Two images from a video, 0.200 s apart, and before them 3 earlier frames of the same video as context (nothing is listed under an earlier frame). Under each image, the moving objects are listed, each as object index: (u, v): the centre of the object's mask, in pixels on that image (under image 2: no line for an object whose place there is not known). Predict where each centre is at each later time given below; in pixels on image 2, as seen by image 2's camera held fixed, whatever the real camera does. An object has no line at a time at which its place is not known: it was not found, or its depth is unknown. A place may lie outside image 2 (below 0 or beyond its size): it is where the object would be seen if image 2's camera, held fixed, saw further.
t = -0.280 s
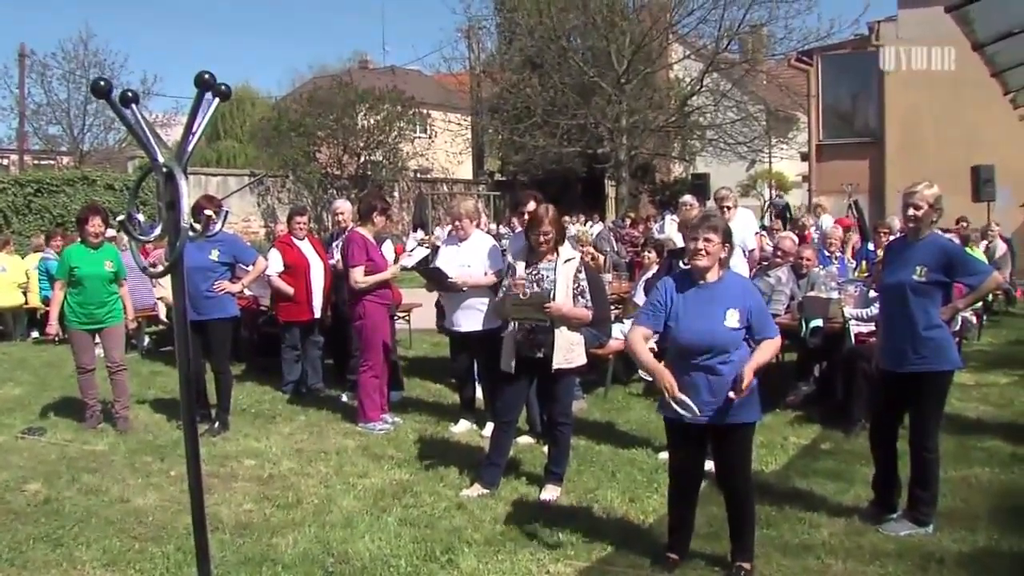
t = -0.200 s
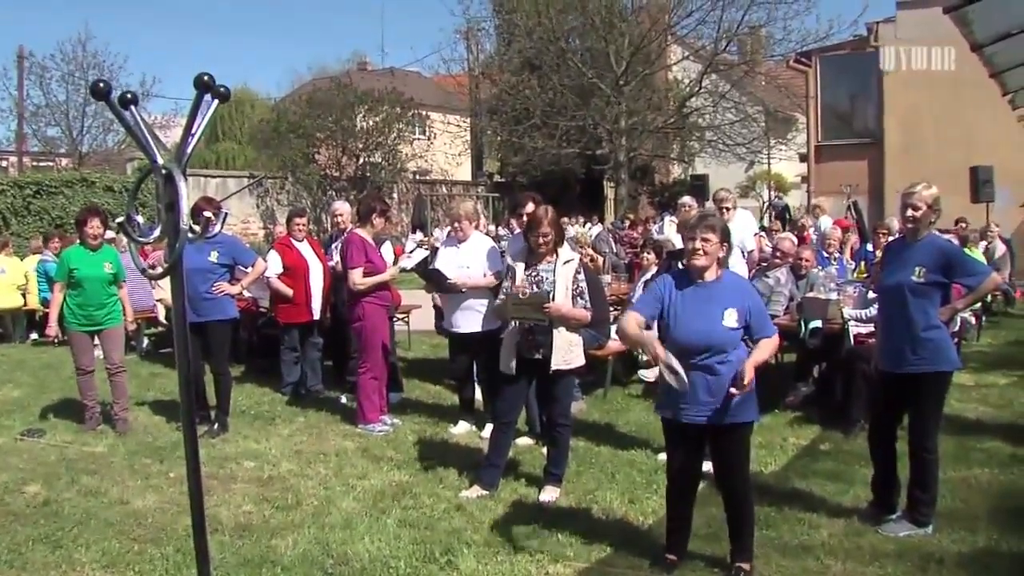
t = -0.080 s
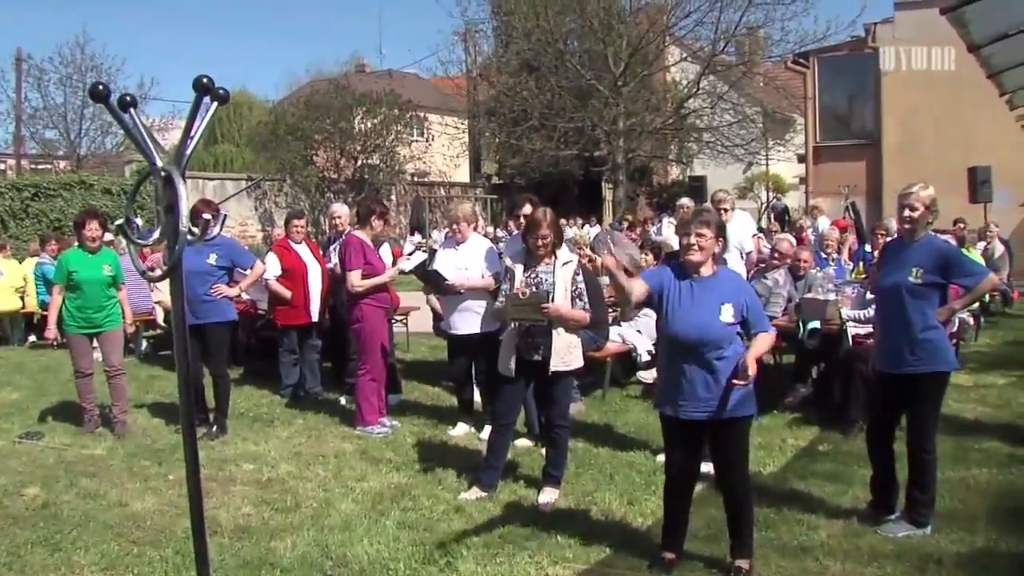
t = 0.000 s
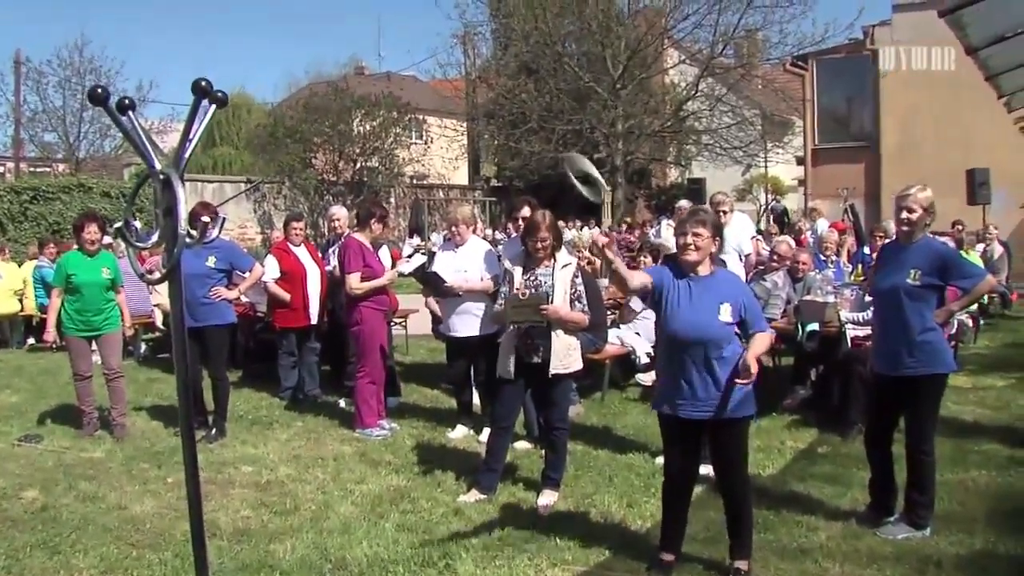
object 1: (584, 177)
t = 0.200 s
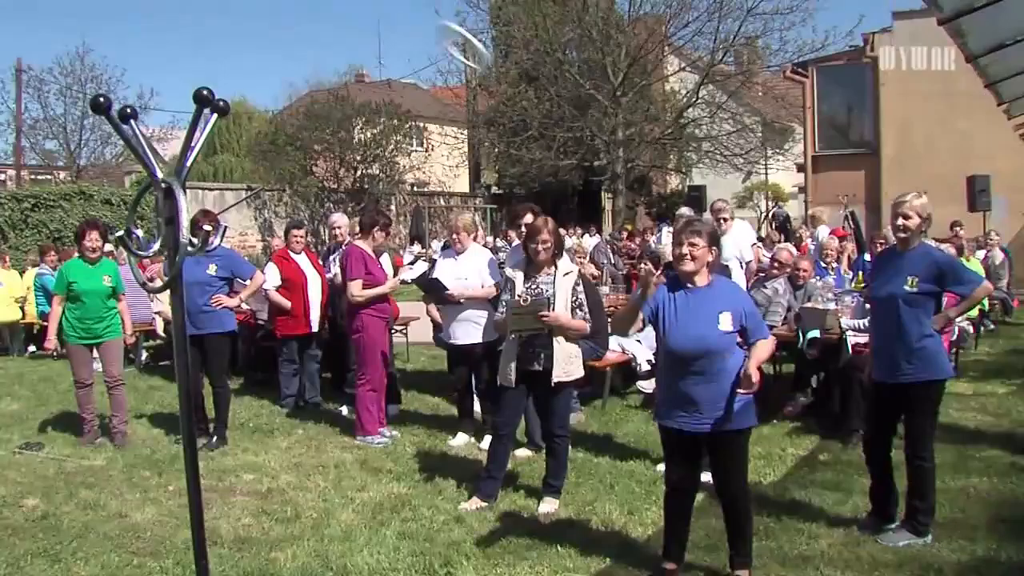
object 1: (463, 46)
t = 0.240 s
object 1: (434, 29)
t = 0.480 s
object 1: (207, 60)
